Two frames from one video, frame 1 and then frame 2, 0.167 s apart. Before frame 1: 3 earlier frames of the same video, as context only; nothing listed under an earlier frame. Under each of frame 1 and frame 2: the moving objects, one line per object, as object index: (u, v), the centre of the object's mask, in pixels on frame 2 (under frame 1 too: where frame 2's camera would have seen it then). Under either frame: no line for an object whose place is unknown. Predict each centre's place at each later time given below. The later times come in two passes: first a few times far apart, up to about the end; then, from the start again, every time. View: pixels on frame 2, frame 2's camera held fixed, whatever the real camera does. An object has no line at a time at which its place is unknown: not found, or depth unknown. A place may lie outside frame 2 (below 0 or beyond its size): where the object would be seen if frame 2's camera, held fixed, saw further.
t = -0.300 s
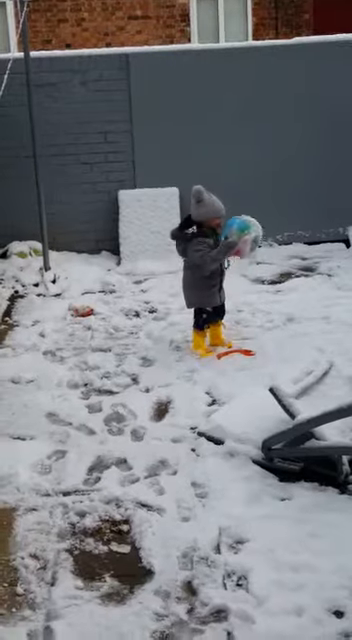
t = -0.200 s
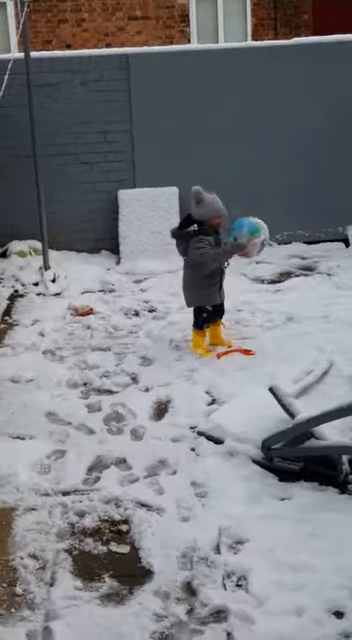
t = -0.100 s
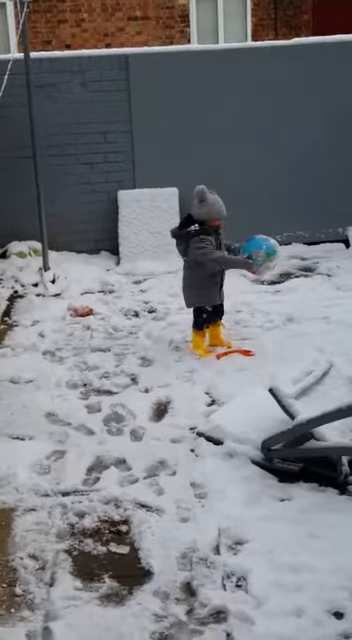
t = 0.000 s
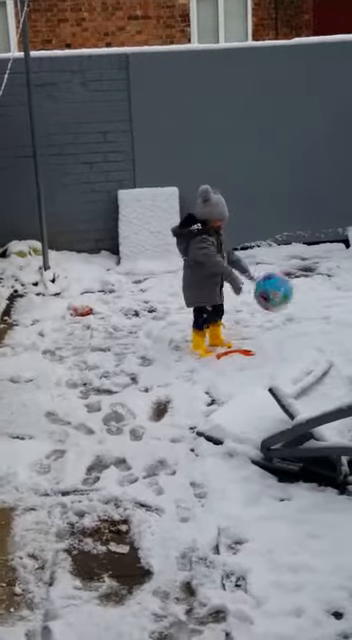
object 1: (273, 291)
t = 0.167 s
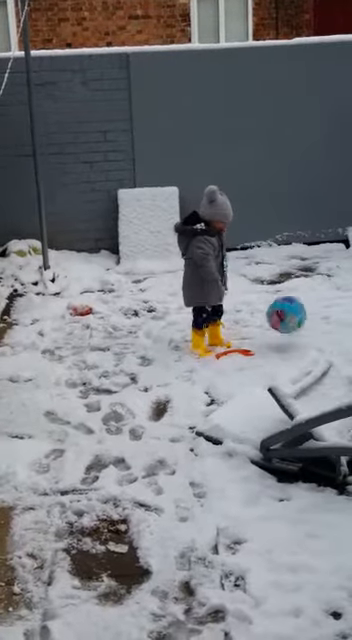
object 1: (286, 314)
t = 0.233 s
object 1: (287, 305)
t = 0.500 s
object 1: (294, 324)
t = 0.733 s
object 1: (292, 322)
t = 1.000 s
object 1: (288, 322)
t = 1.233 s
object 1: (287, 323)
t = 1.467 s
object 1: (287, 322)
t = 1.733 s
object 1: (287, 322)
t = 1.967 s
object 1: (287, 322)
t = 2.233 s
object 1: (287, 322)
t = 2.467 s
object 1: (287, 322)
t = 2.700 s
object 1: (287, 322)
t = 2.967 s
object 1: (287, 321)
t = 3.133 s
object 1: (287, 321)
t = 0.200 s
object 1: (287, 309)
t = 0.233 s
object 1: (287, 305)
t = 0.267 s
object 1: (289, 303)
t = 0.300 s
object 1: (289, 303)
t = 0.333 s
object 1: (290, 304)
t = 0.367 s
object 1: (291, 307)
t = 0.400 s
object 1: (292, 313)
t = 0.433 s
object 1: (293, 321)
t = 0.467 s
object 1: (294, 326)
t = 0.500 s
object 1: (294, 324)
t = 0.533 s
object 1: (294, 323)
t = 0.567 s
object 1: (294, 323)
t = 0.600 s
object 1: (294, 324)
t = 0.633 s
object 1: (293, 323)
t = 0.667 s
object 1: (293, 322)
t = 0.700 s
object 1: (292, 322)
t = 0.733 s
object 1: (292, 322)
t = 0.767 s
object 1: (291, 321)
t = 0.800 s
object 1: (290, 321)
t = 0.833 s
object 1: (290, 321)
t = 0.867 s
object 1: (289, 322)
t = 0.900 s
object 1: (289, 322)
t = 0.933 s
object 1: (289, 322)
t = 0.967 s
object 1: (289, 322)
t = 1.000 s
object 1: (288, 322)
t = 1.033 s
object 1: (288, 323)
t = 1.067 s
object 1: (287, 323)
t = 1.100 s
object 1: (287, 323)
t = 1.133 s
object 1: (287, 323)
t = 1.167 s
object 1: (287, 322)
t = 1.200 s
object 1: (287, 323)
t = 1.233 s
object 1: (287, 323)
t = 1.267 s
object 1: (287, 322)
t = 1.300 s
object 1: (287, 322)
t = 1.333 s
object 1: (287, 322)
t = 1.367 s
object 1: (287, 322)
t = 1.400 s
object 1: (287, 322)
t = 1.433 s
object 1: (287, 322)
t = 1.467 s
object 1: (287, 322)
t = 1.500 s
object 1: (287, 322)
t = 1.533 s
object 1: (287, 322)
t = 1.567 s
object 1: (287, 322)
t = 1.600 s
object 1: (287, 322)
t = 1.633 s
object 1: (287, 322)
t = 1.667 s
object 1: (287, 322)
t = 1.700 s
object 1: (287, 322)
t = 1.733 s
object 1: (287, 322)
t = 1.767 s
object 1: (287, 322)
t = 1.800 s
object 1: (287, 322)
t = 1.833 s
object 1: (287, 322)
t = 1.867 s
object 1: (287, 322)
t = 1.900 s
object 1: (287, 322)
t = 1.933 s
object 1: (287, 322)
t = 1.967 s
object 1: (287, 322)
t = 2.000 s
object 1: (287, 322)
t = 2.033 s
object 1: (287, 322)
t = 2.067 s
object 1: (287, 322)
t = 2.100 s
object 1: (287, 322)
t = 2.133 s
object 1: (287, 322)
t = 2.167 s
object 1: (287, 322)
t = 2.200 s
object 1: (287, 322)
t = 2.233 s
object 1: (287, 322)
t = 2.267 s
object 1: (287, 322)
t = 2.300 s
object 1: (287, 322)
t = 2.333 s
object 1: (287, 322)
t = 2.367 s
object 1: (287, 322)
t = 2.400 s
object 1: (287, 322)
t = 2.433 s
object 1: (287, 322)
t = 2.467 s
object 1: (287, 322)
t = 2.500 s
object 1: (287, 322)
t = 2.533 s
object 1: (287, 322)
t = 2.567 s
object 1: (287, 322)
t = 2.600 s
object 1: (287, 322)
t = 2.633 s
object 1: (287, 322)
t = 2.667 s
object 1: (287, 322)
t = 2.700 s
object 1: (287, 322)
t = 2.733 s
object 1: (287, 322)
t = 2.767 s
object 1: (287, 322)
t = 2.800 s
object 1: (287, 322)
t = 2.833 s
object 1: (287, 322)
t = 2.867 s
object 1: (287, 322)
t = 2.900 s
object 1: (287, 322)
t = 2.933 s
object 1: (287, 322)
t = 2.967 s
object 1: (287, 321)
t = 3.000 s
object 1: (287, 322)
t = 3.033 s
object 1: (287, 321)
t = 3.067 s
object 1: (287, 322)
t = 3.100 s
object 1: (287, 321)
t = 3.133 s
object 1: (287, 321)
